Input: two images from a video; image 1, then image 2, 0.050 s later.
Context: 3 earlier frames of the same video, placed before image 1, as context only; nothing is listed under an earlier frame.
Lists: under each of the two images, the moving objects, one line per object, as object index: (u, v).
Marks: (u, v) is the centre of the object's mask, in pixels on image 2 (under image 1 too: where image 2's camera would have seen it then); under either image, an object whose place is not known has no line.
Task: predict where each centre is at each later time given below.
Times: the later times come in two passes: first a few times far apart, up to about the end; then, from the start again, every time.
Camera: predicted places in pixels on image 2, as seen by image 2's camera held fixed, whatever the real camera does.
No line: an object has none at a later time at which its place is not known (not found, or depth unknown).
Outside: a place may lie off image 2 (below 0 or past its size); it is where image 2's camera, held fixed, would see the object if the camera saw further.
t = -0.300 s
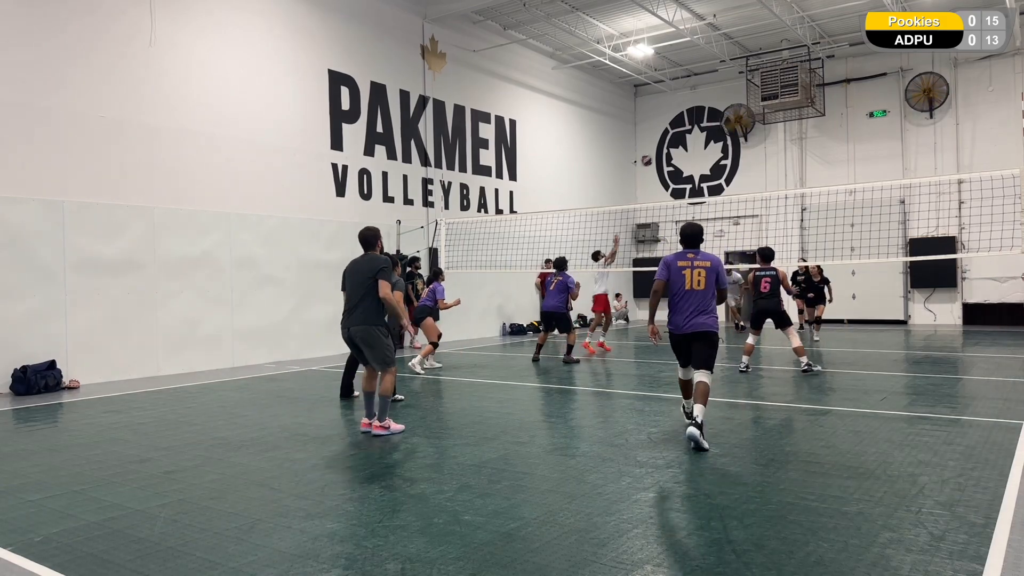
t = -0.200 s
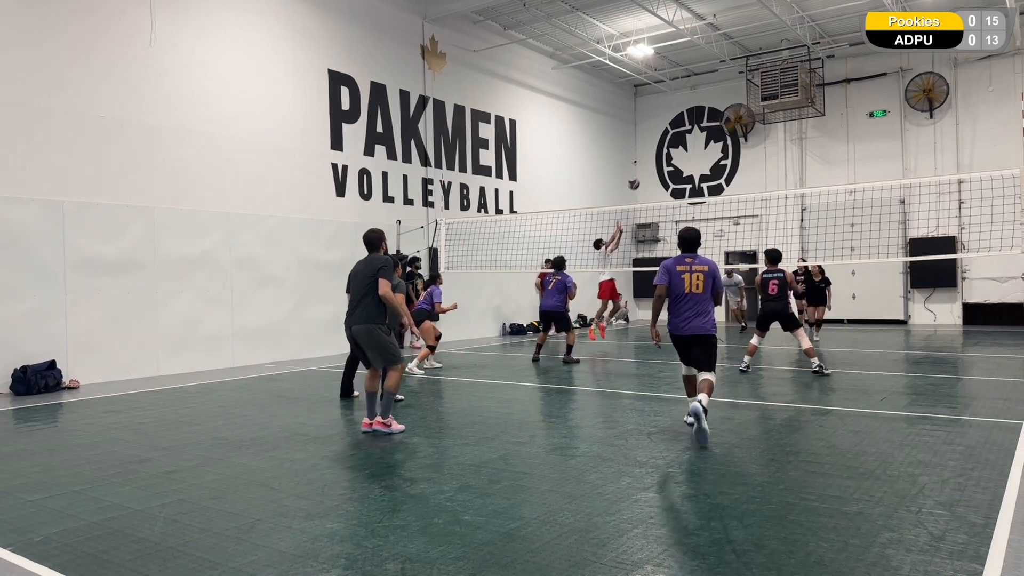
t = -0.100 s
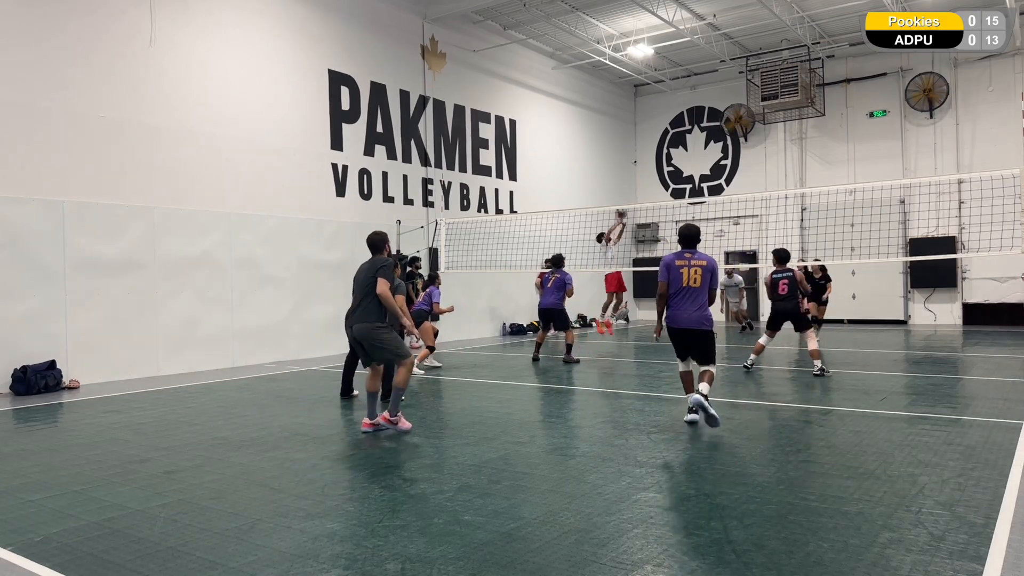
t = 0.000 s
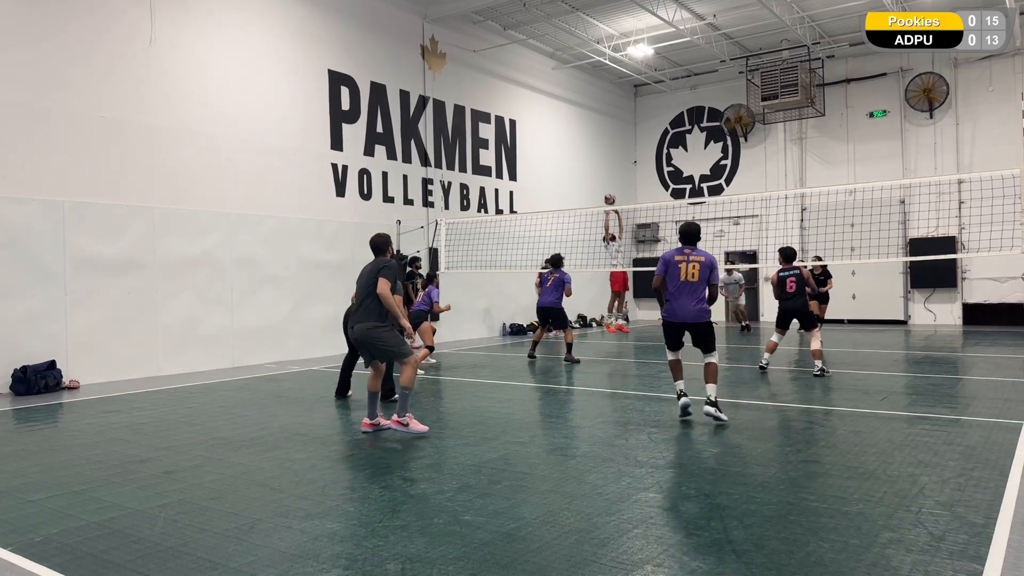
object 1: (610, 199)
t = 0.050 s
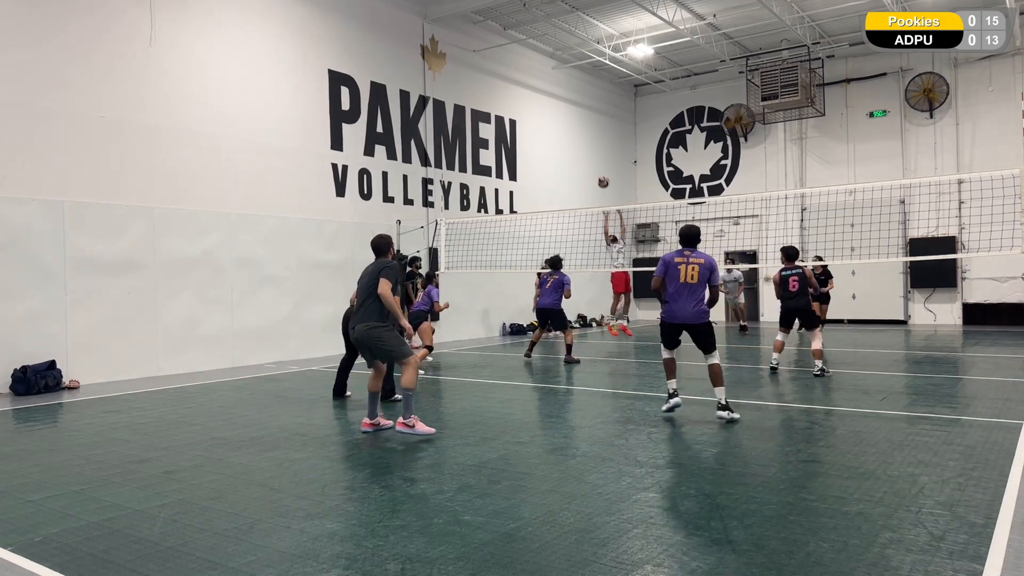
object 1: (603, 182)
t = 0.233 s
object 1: (580, 132)
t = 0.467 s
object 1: (552, 96)
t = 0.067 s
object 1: (601, 177)
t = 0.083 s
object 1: (599, 172)
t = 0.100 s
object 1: (597, 167)
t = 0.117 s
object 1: (595, 162)
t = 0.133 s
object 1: (592, 157)
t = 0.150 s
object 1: (590, 152)
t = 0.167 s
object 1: (588, 148)
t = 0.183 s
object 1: (586, 144)
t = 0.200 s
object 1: (584, 139)
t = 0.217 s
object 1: (582, 136)
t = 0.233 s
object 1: (580, 132)
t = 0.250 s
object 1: (578, 128)
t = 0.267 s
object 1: (576, 125)
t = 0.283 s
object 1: (574, 121)
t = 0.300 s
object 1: (572, 118)
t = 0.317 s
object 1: (570, 116)
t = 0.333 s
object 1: (567, 113)
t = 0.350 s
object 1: (565, 110)
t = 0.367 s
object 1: (563, 108)
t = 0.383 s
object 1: (561, 105)
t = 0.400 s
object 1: (560, 103)
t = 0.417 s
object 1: (557, 101)
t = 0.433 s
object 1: (556, 100)
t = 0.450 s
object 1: (554, 98)
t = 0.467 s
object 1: (552, 96)
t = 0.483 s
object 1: (550, 95)
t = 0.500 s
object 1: (548, 94)
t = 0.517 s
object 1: (546, 93)
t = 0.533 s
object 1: (544, 92)
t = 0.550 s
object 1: (542, 91)
